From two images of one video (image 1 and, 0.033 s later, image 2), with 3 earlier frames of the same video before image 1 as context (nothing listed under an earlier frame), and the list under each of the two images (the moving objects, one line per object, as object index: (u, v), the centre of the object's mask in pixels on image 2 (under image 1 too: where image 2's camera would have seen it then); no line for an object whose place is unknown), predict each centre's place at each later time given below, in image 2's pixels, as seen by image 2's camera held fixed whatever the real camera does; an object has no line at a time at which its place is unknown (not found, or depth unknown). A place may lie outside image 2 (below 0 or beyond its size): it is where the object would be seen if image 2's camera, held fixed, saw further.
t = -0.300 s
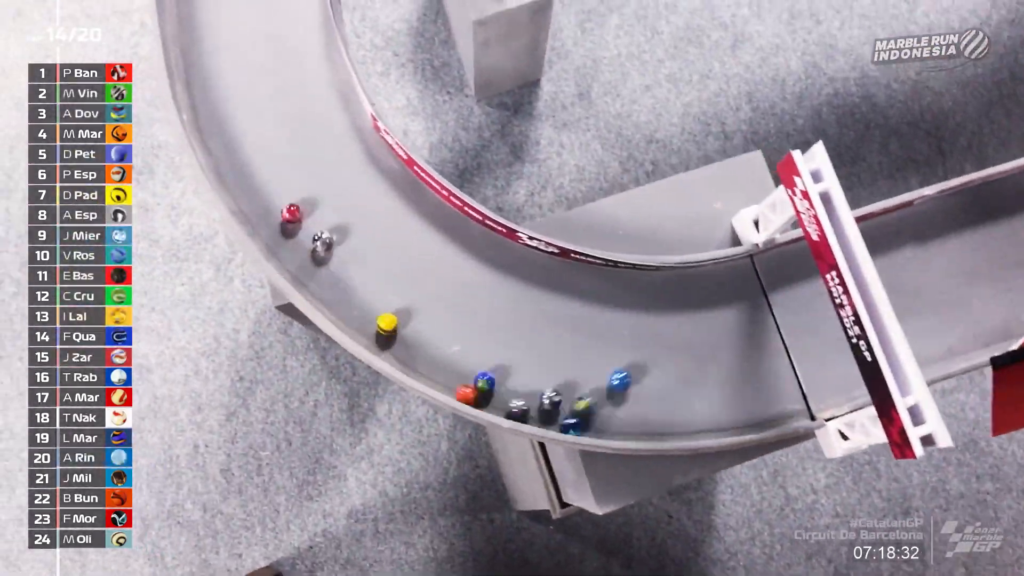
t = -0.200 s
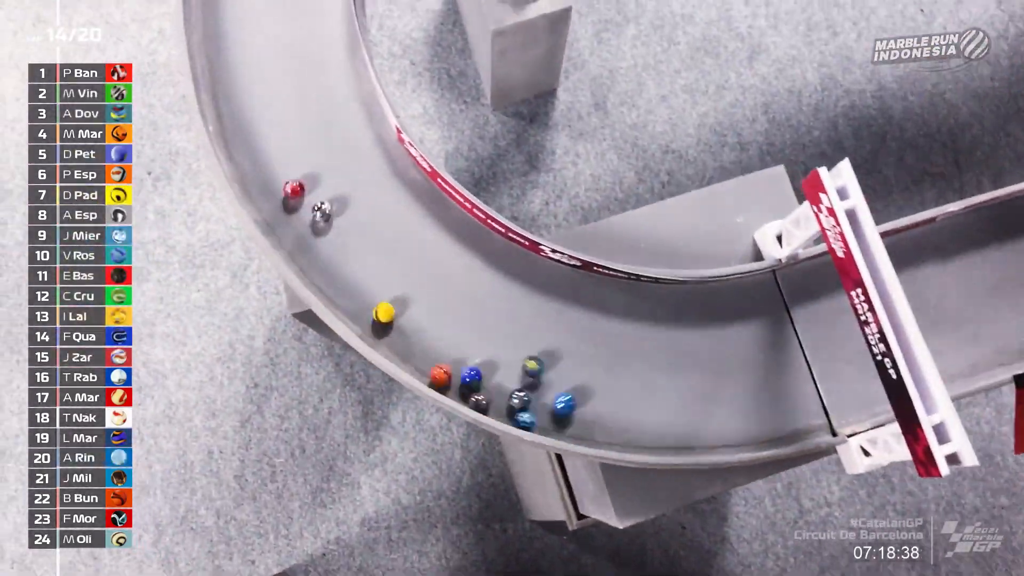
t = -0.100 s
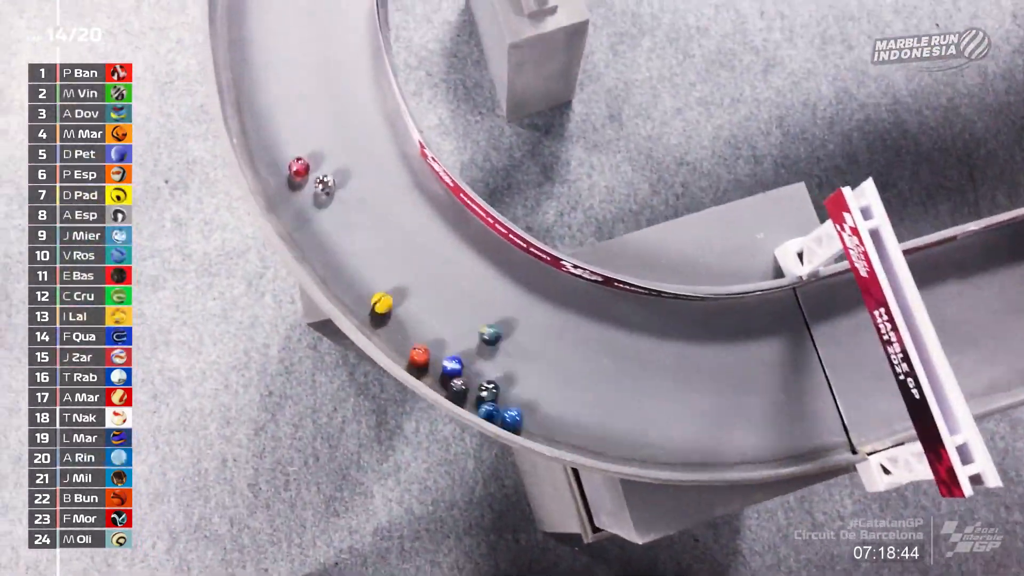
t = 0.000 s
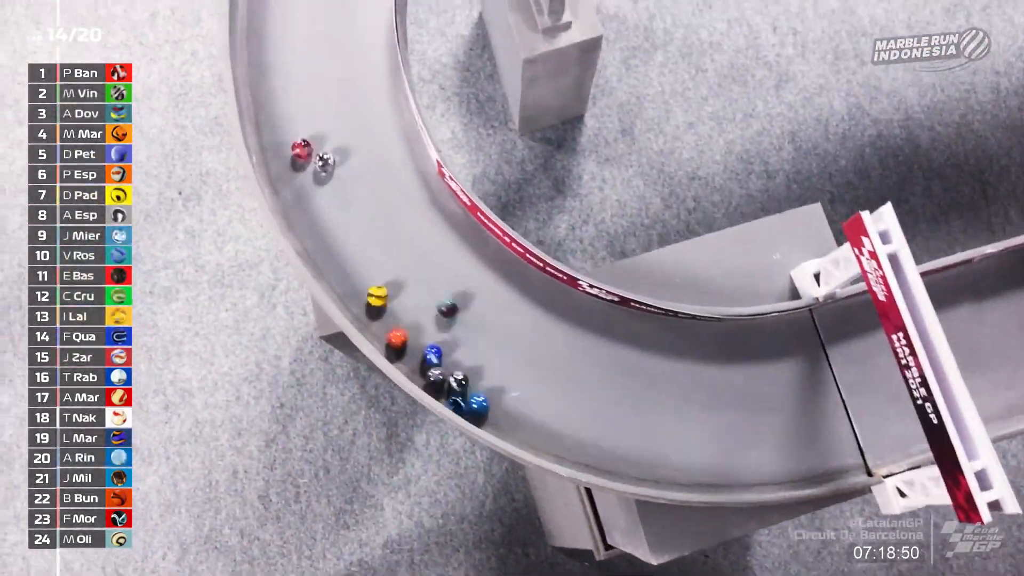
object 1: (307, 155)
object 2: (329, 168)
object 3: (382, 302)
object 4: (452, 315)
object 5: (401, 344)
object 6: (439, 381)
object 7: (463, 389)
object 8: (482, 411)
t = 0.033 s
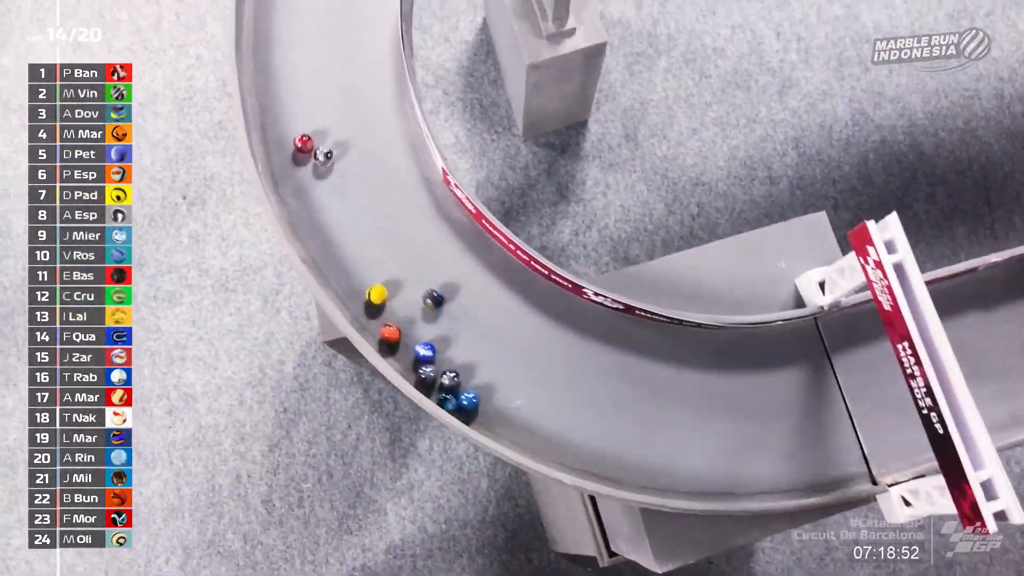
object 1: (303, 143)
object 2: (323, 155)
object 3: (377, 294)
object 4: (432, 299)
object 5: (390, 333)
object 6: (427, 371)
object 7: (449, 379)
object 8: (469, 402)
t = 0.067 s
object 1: (299, 133)
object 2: (319, 143)
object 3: (371, 286)
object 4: (416, 283)
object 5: (379, 320)
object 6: (413, 361)
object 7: (439, 370)
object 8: (455, 393)
